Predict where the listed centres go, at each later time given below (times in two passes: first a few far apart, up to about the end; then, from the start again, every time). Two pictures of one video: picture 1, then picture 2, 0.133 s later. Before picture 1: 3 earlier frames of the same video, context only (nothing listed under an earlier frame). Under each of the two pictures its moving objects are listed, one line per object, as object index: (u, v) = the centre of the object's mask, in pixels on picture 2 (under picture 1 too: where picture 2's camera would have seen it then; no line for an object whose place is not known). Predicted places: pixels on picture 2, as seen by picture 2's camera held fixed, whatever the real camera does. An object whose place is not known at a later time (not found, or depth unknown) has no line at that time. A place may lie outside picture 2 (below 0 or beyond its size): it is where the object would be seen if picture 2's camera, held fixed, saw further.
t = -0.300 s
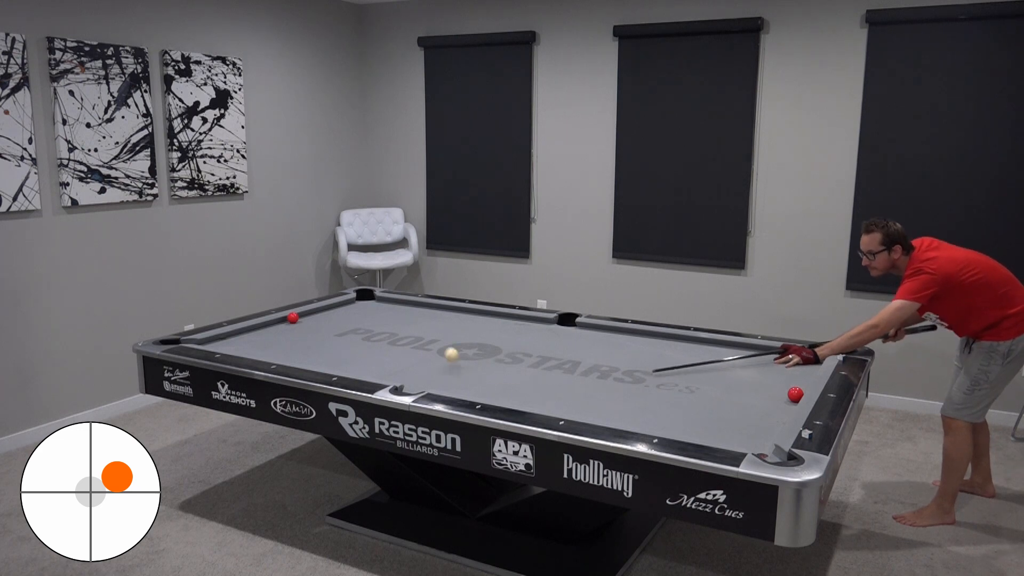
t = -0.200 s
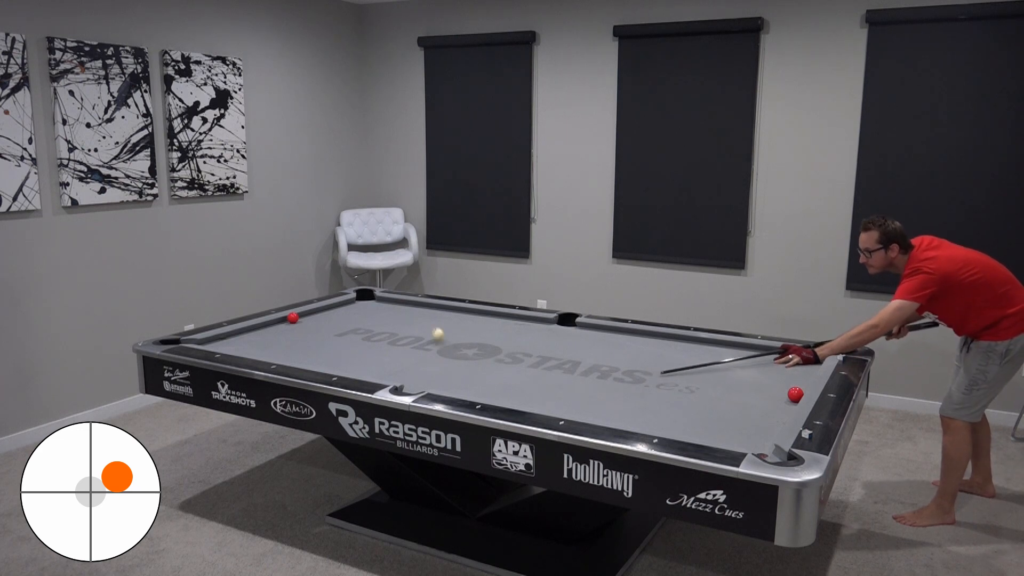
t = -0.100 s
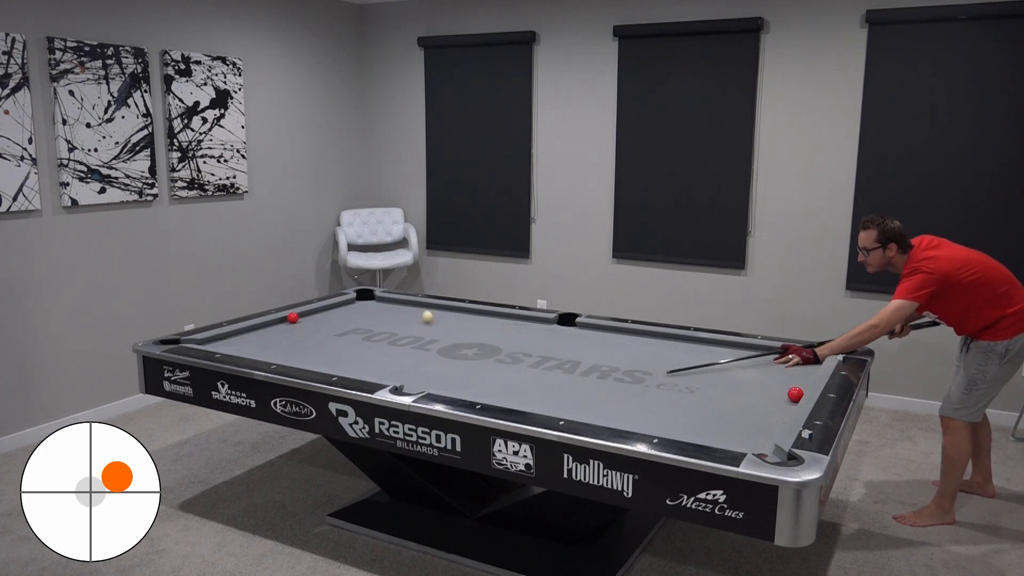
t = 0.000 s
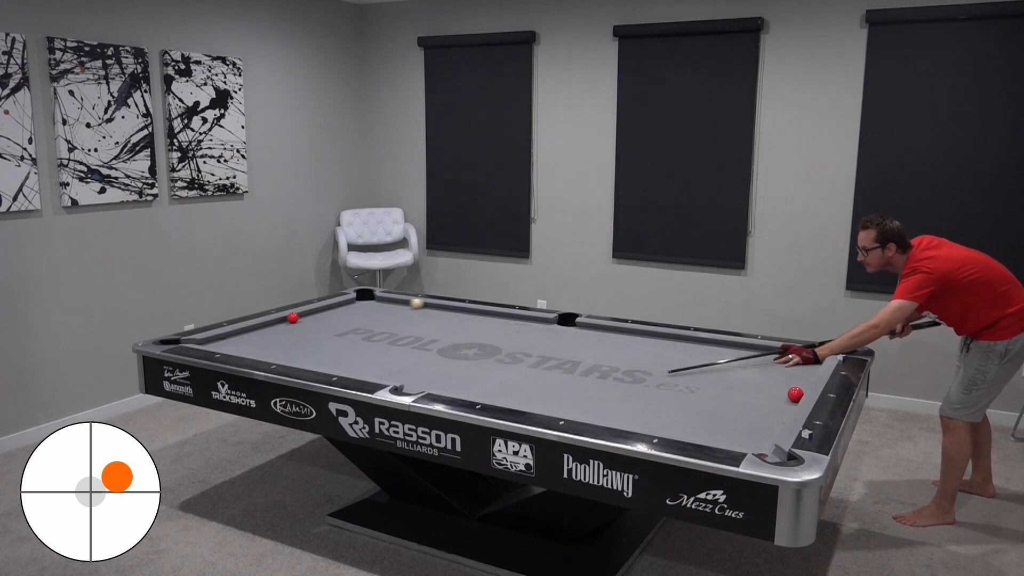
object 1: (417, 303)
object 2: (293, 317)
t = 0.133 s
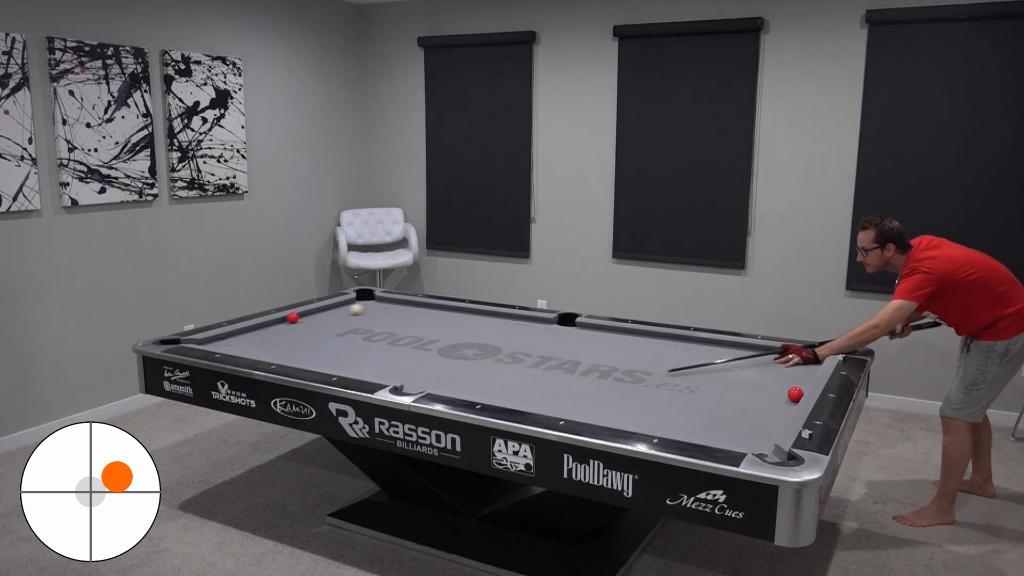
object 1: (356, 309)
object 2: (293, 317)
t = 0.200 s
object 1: (326, 312)
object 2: (293, 317)
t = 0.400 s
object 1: (317, 318)
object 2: (277, 322)
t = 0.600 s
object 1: (334, 323)
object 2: (256, 328)
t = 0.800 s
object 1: (350, 327)
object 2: (233, 334)
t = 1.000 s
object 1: (365, 332)
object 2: (210, 340)
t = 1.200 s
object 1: (380, 336)
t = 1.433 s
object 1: (399, 341)
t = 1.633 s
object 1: (416, 345)
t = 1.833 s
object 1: (431, 350)
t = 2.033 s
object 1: (448, 355)
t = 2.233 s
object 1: (464, 359)
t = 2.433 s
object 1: (481, 364)
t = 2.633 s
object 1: (498, 369)
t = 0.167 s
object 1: (341, 311)
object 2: (293, 317)
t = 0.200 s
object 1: (326, 312)
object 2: (293, 317)
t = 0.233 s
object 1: (312, 313)
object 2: (293, 317)
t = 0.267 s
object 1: (302, 314)
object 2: (292, 317)
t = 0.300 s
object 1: (304, 316)
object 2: (290, 318)
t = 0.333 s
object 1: (309, 317)
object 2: (285, 319)
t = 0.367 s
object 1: (313, 317)
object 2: (281, 320)
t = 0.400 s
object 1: (317, 318)
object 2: (277, 322)
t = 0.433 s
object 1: (321, 319)
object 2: (274, 323)
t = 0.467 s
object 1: (324, 320)
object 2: (270, 324)
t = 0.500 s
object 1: (327, 321)
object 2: (267, 324)
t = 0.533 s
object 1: (329, 322)
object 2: (263, 325)
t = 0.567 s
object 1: (332, 322)
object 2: (259, 327)
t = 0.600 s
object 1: (334, 323)
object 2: (256, 328)
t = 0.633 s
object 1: (337, 323)
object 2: (252, 329)
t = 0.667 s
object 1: (339, 324)
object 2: (248, 330)
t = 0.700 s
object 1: (342, 325)
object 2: (245, 331)
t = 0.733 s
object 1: (345, 325)
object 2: (241, 332)
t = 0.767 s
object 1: (347, 326)
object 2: (237, 333)
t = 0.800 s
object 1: (350, 327)
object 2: (233, 334)
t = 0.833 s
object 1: (352, 328)
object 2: (230, 335)
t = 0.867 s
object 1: (355, 328)
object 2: (226, 336)
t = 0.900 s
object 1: (357, 329)
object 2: (222, 337)
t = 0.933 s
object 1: (360, 330)
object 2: (218, 338)
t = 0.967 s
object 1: (362, 331)
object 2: (214, 339)
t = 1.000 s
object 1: (365, 332)
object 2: (210, 340)
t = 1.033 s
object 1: (367, 332)
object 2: (207, 341)
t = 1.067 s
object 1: (370, 333)
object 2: (203, 341)
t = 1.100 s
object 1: (372, 334)
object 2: (199, 341)
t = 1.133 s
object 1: (375, 334)
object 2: (195, 341)
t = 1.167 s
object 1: (378, 335)
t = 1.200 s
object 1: (380, 336)
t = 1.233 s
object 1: (383, 337)
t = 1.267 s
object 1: (386, 337)
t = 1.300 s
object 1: (389, 338)
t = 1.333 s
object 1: (391, 339)
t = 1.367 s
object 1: (394, 339)
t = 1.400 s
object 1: (396, 340)
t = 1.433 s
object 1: (399, 341)
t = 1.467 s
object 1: (402, 342)
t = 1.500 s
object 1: (404, 342)
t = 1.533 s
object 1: (407, 343)
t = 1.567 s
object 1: (410, 344)
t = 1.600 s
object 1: (413, 345)
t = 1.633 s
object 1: (416, 345)
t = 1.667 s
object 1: (418, 346)
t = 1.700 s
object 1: (420, 347)
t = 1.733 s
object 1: (423, 348)
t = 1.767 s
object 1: (426, 348)
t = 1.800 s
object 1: (429, 349)
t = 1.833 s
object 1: (431, 350)
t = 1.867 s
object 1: (434, 351)
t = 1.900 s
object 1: (437, 351)
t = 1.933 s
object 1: (440, 352)
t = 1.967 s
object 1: (442, 353)
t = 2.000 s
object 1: (445, 354)
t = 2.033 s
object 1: (448, 355)
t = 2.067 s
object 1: (450, 355)
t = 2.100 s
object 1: (453, 356)
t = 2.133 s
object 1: (456, 357)
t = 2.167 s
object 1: (459, 358)
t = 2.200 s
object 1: (462, 358)
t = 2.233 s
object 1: (464, 359)
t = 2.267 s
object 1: (467, 360)
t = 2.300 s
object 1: (470, 361)
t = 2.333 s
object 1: (473, 362)
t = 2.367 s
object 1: (475, 363)
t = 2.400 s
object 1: (478, 363)
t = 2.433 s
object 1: (481, 364)
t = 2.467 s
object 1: (484, 365)
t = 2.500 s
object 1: (487, 366)
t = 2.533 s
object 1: (489, 367)
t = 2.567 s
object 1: (492, 367)
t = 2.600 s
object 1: (495, 368)
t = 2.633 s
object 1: (498, 369)
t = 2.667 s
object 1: (501, 370)
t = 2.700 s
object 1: (504, 371)
